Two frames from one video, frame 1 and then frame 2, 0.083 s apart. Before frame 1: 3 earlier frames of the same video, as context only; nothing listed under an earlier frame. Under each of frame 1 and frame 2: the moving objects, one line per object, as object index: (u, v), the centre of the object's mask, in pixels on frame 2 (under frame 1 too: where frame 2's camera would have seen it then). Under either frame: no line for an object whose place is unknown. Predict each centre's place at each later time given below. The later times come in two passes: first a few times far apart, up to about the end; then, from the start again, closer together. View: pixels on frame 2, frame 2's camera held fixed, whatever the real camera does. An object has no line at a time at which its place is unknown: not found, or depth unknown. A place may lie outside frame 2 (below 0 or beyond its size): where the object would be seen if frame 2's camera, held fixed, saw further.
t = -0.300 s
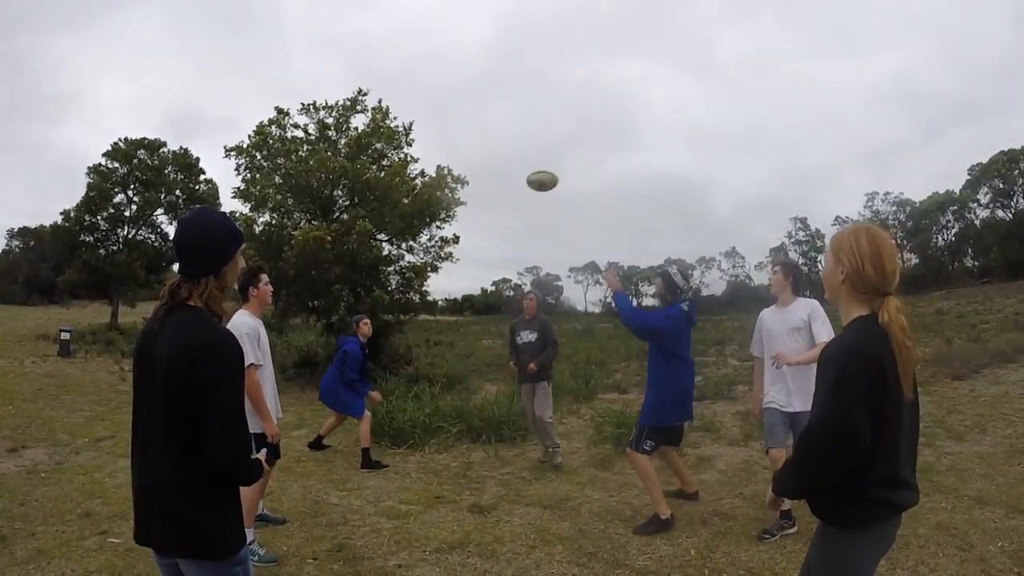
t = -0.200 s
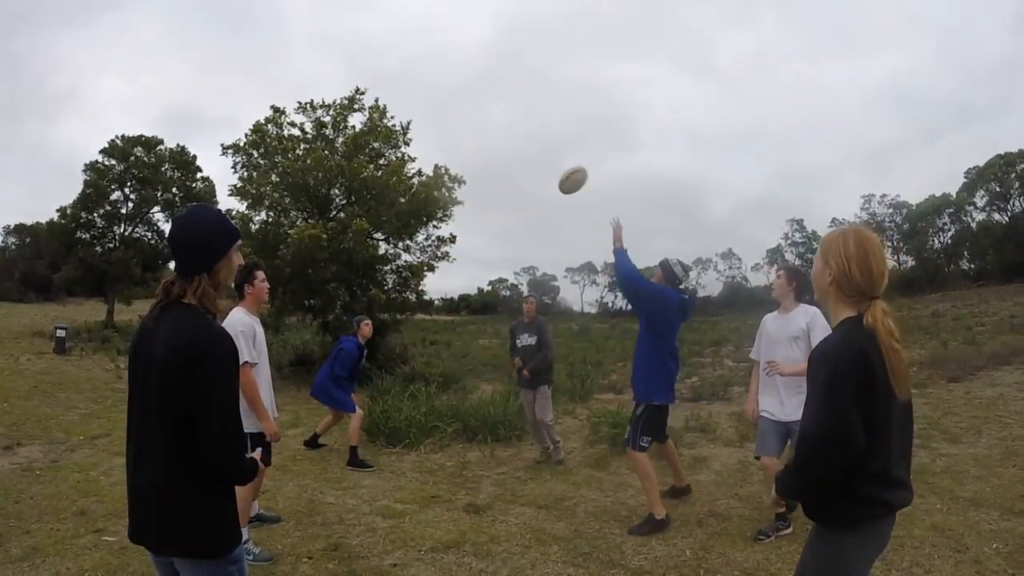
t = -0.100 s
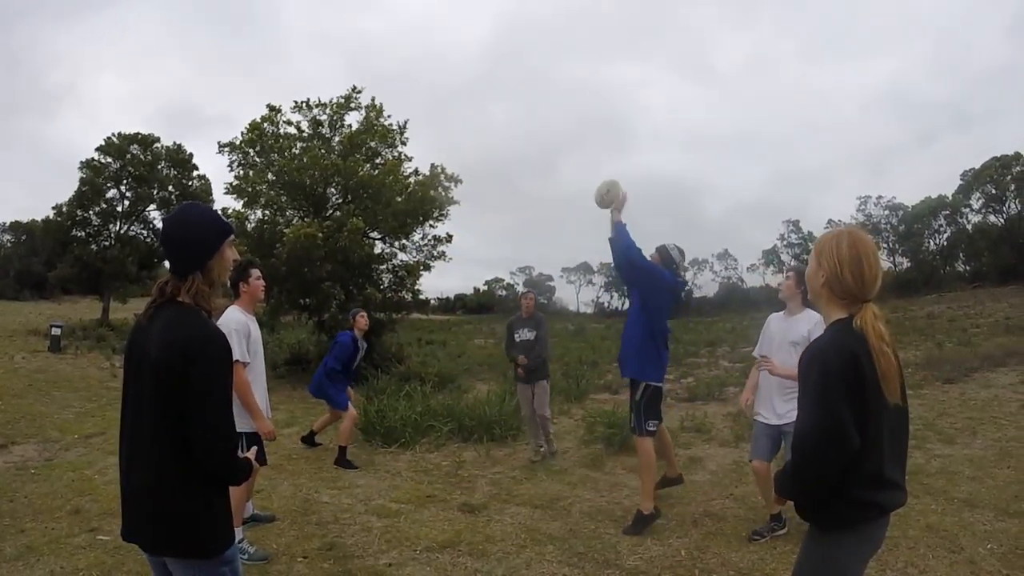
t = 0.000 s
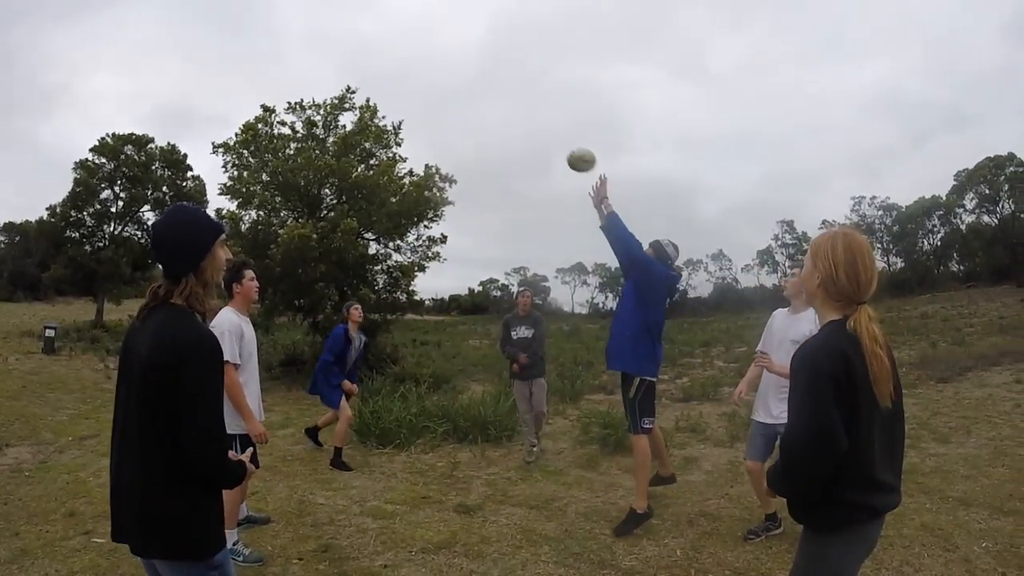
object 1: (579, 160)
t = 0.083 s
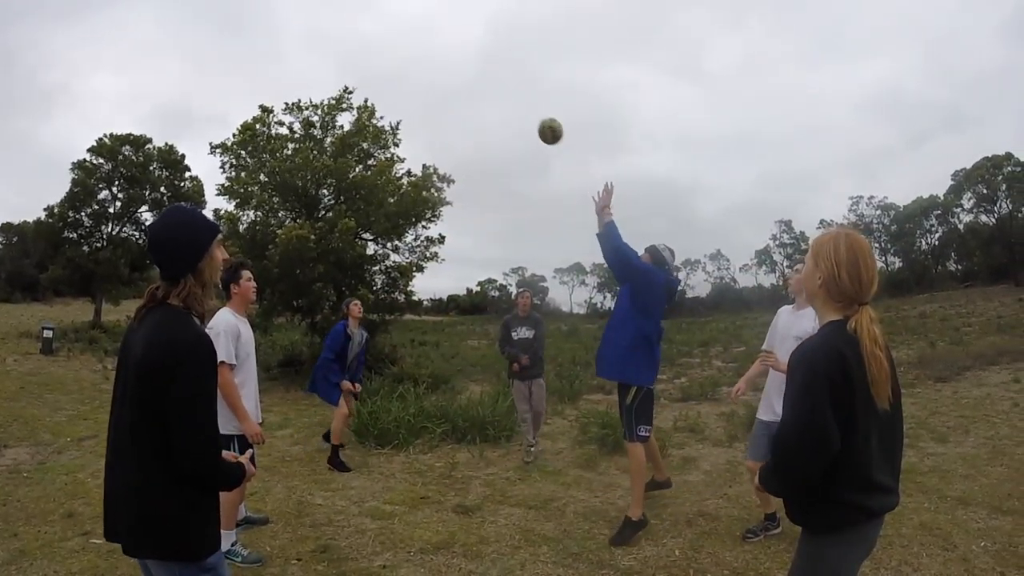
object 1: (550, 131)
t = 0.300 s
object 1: (471, 97)
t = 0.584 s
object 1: (350, 152)
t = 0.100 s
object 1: (544, 126)
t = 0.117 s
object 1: (538, 121)
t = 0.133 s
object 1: (532, 117)
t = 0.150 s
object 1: (526, 113)
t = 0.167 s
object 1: (521, 110)
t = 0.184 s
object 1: (515, 107)
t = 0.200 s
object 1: (509, 104)
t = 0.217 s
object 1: (503, 102)
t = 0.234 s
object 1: (497, 100)
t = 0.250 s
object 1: (491, 99)
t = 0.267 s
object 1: (484, 98)
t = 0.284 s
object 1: (478, 97)
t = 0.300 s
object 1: (471, 97)
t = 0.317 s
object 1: (465, 96)
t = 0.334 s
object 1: (459, 97)
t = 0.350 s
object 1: (452, 97)
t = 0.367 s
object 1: (445, 98)
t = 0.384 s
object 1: (438, 100)
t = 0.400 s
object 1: (431, 102)
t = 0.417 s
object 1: (423, 104)
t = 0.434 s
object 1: (416, 107)
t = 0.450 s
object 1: (409, 110)
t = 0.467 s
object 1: (402, 114)
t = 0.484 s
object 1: (396, 117)
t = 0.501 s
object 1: (387, 122)
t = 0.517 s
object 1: (380, 128)
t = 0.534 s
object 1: (374, 133)
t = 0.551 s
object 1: (365, 139)
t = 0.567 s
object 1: (357, 146)
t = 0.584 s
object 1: (350, 152)
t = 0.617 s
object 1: (341, 161)
